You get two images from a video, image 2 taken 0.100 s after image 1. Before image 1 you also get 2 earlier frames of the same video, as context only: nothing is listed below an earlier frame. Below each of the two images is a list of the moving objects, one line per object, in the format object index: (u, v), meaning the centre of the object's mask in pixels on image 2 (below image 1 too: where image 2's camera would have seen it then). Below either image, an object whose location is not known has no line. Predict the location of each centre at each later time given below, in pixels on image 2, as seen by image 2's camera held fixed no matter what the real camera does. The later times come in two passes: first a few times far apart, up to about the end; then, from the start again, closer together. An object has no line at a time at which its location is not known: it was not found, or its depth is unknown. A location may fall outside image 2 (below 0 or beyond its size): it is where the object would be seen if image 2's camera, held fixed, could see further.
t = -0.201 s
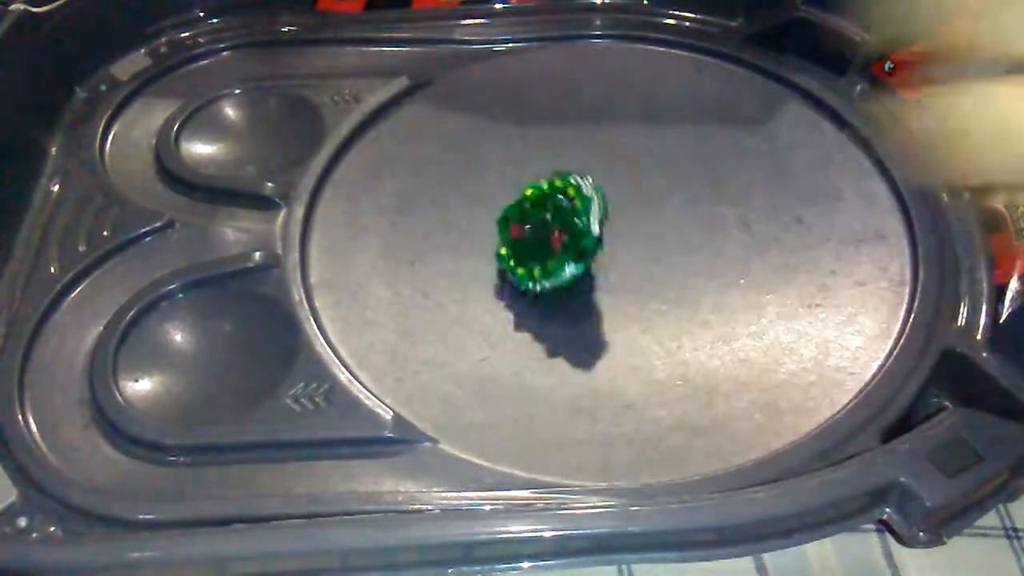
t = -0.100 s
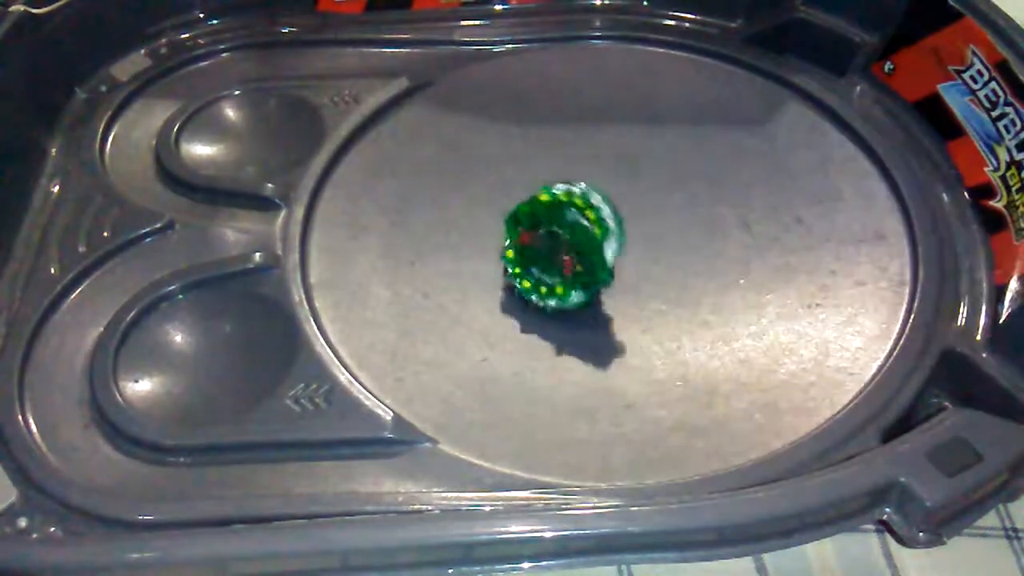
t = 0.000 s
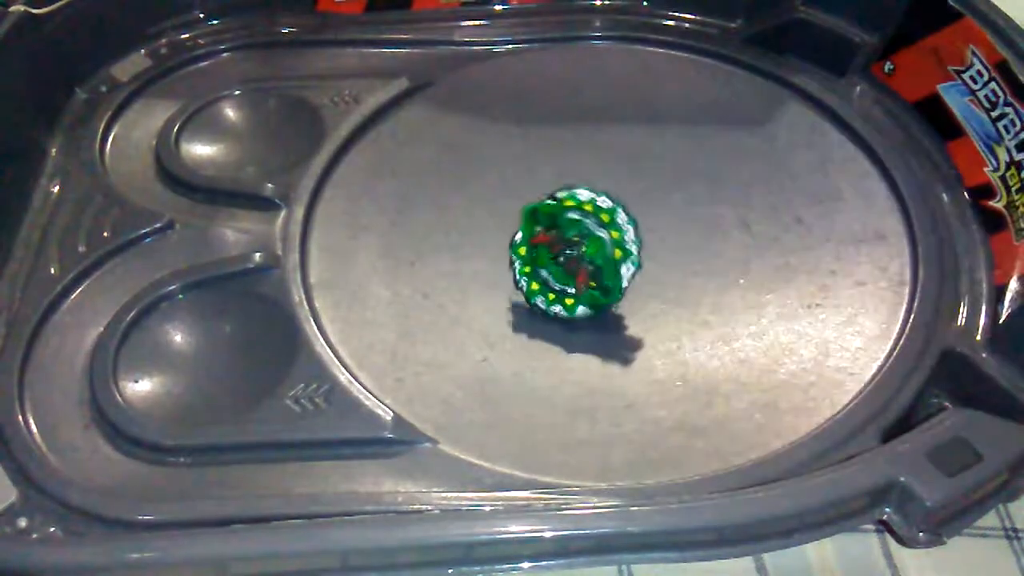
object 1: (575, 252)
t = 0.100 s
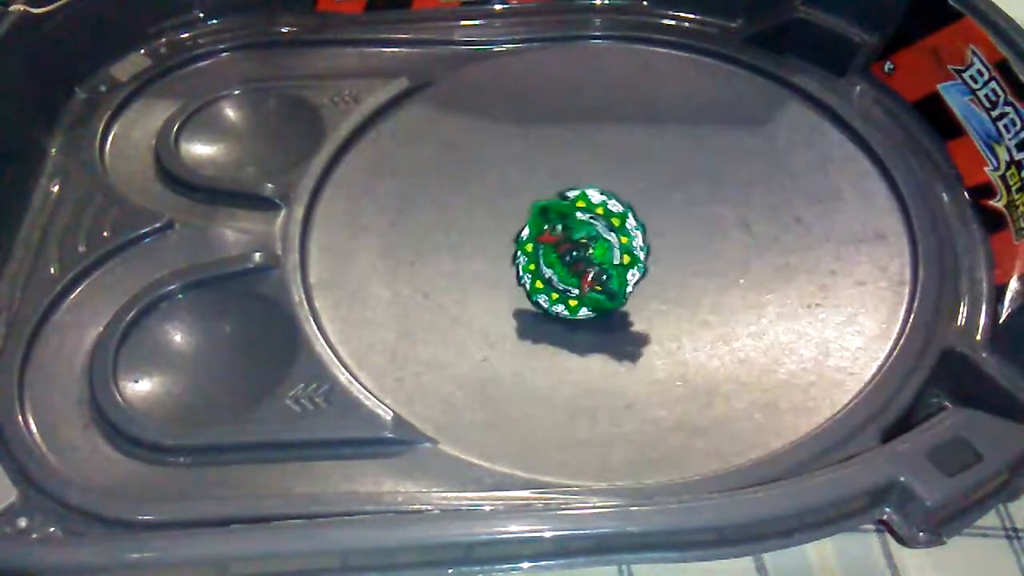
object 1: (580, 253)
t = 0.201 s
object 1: (586, 254)
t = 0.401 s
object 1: (606, 253)
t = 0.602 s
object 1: (595, 256)
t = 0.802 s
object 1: (592, 255)
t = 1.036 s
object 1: (602, 255)
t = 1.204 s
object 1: (591, 255)
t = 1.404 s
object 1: (603, 254)
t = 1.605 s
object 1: (593, 255)
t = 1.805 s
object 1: (600, 255)
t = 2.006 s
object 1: (597, 255)
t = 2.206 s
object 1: (597, 255)
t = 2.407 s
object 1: (601, 256)
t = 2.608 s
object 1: (596, 256)
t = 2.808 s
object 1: (595, 255)
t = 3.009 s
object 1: (595, 256)
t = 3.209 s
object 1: (596, 256)
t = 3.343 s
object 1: (596, 256)
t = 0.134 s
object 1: (582, 253)
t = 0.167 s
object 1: (584, 254)
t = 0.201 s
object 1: (586, 254)
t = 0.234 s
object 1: (589, 255)
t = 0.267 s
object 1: (593, 255)
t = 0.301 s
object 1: (597, 255)
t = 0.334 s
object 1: (601, 255)
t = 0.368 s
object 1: (604, 254)
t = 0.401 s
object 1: (606, 253)
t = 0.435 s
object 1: (607, 253)
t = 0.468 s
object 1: (606, 253)
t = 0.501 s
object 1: (605, 254)
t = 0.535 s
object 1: (602, 255)
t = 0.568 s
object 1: (599, 256)
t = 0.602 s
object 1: (595, 256)
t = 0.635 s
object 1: (592, 256)
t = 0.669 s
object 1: (590, 255)
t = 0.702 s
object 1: (589, 255)
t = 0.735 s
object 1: (589, 255)
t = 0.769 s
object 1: (590, 255)
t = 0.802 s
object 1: (592, 255)
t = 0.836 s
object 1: (595, 255)
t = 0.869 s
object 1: (598, 256)
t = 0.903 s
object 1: (602, 255)
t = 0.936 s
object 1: (604, 254)
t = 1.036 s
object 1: (602, 255)
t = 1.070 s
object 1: (599, 256)
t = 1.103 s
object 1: (596, 256)
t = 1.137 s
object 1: (594, 256)
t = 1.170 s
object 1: (592, 255)
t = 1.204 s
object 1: (591, 255)
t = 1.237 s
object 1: (592, 255)
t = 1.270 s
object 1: (594, 255)
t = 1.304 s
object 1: (596, 255)
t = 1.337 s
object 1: (599, 255)
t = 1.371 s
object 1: (601, 255)
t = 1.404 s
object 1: (603, 254)
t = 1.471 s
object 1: (602, 255)
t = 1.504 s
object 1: (600, 255)
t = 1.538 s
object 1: (598, 255)
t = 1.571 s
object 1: (595, 255)
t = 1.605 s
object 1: (593, 255)
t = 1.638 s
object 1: (592, 255)
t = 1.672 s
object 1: (592, 255)
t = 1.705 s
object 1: (594, 255)
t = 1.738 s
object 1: (597, 256)
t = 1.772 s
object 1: (598, 255)
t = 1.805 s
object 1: (600, 255)
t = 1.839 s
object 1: (602, 255)
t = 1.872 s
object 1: (602, 255)
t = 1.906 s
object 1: (602, 255)
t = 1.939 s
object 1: (600, 256)
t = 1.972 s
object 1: (599, 256)
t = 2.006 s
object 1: (597, 255)
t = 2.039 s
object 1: (596, 255)
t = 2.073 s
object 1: (594, 255)
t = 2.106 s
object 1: (593, 255)
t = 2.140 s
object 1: (594, 255)
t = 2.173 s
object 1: (595, 255)
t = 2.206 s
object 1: (597, 255)
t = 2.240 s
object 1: (598, 255)
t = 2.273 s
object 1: (599, 256)
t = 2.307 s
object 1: (600, 256)
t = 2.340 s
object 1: (601, 256)
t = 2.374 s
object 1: (602, 255)
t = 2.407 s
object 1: (601, 256)
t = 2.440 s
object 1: (600, 256)
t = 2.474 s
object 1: (599, 255)
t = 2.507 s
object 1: (599, 256)
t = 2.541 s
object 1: (598, 256)
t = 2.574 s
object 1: (597, 256)
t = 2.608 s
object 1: (596, 256)
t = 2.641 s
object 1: (595, 256)
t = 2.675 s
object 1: (594, 256)
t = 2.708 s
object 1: (593, 256)
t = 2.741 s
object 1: (594, 256)
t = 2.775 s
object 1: (595, 256)
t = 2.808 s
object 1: (595, 255)
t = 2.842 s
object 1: (596, 256)
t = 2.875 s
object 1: (596, 256)
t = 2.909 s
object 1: (596, 255)
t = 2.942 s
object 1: (596, 256)
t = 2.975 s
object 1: (596, 256)
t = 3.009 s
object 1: (595, 256)
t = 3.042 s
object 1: (595, 255)
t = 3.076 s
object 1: (594, 255)
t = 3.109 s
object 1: (593, 255)
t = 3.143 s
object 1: (594, 256)
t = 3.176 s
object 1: (595, 256)
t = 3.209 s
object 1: (596, 256)
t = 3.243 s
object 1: (596, 256)
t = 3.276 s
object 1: (596, 256)
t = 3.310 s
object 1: (596, 256)
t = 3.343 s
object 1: (596, 256)
